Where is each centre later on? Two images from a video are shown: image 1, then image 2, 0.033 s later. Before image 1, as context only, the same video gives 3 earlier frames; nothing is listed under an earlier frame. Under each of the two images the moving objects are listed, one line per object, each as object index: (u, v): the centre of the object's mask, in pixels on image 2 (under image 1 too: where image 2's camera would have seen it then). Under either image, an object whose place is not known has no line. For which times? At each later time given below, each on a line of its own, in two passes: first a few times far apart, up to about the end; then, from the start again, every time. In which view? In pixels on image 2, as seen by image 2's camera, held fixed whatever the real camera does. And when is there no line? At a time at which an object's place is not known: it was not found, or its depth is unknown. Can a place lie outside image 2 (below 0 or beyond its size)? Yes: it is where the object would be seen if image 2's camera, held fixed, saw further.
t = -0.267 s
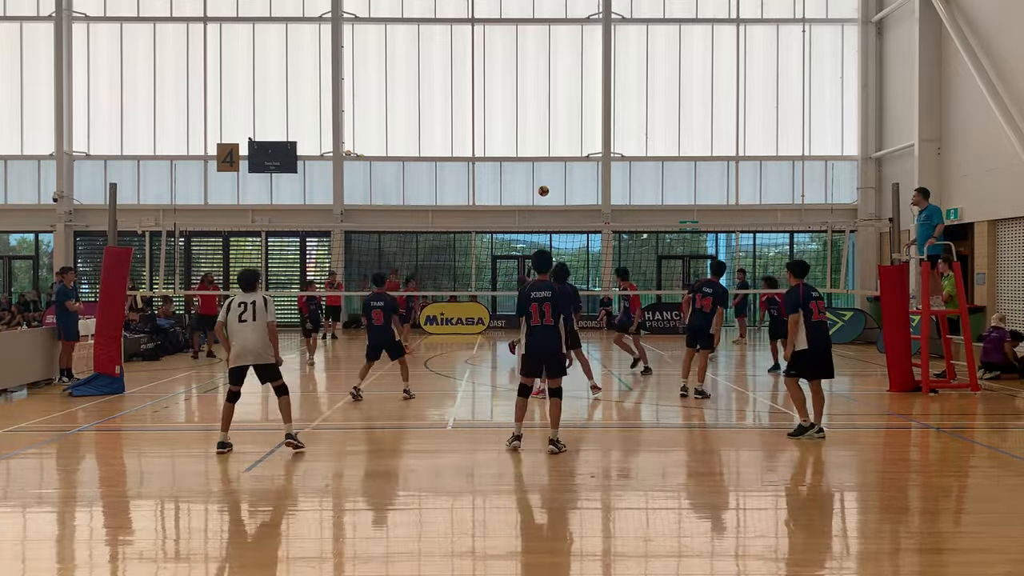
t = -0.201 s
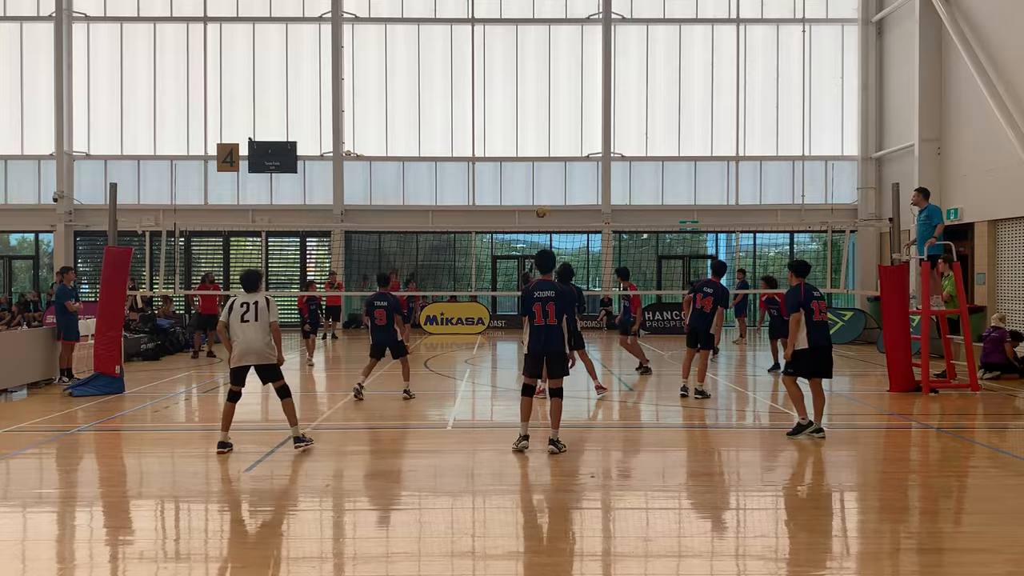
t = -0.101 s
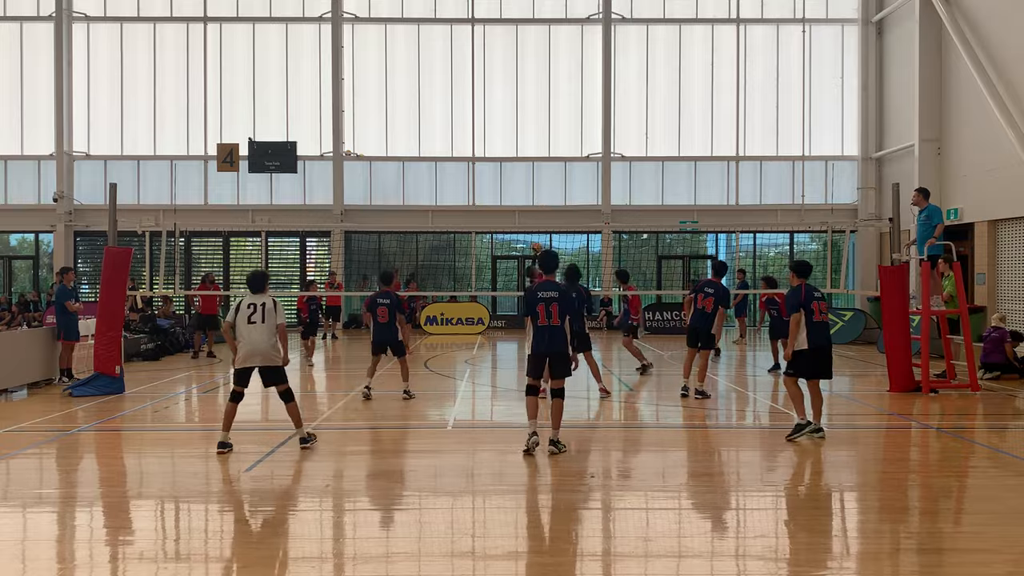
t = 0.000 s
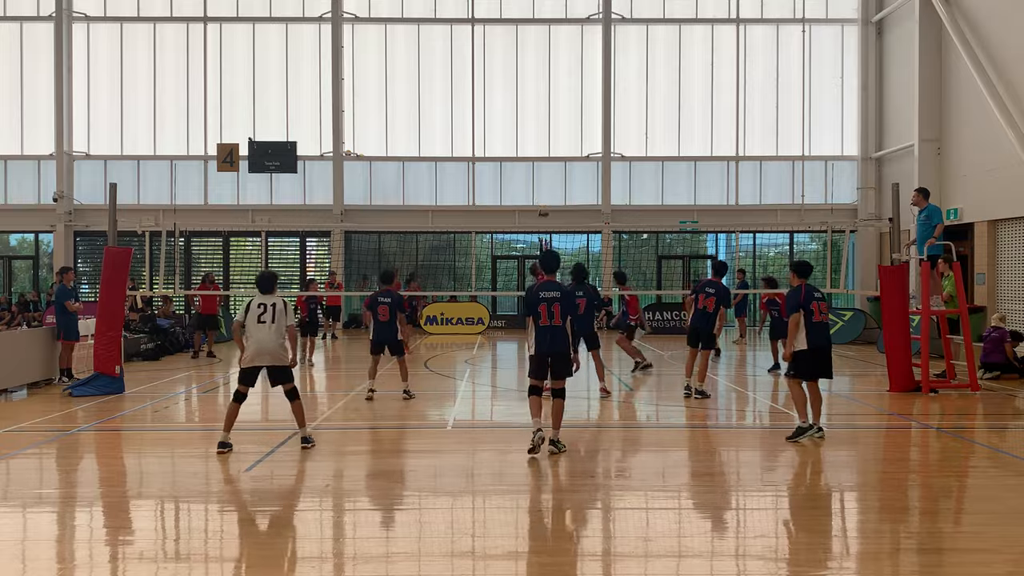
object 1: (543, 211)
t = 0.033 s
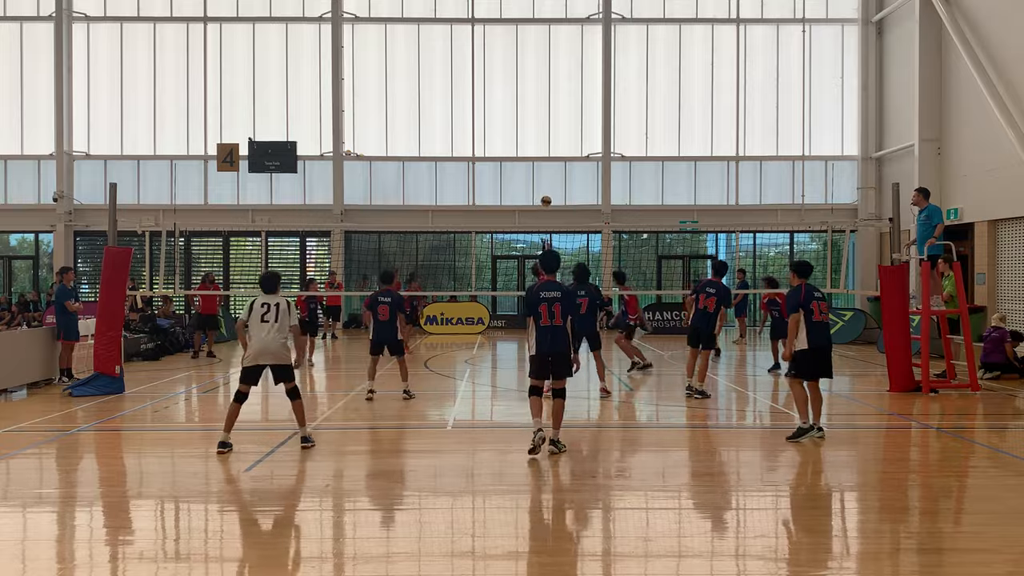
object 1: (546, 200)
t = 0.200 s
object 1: (558, 149)
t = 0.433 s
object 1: (577, 101)
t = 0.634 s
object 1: (592, 82)
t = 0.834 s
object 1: (608, 85)
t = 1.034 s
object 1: (623, 108)
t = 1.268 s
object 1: (639, 161)
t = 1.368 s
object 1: (647, 192)
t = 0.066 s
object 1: (548, 189)
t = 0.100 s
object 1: (551, 178)
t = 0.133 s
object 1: (553, 168)
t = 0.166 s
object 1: (556, 158)
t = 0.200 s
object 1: (558, 149)
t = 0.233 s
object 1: (561, 140)
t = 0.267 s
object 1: (564, 132)
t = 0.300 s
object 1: (567, 125)
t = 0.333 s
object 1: (569, 118)
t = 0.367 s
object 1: (572, 112)
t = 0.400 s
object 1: (574, 106)
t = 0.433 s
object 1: (577, 101)
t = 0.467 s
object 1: (579, 96)
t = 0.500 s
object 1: (582, 92)
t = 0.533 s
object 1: (584, 89)
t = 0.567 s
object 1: (587, 86)
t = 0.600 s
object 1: (589, 84)
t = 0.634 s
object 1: (592, 82)
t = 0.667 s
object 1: (595, 81)
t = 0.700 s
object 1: (597, 81)
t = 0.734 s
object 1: (599, 81)
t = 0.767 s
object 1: (602, 81)
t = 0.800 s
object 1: (604, 83)
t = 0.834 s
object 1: (608, 85)
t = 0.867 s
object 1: (610, 87)
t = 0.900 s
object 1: (613, 90)
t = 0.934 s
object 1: (615, 94)
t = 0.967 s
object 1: (618, 98)
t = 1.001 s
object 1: (620, 103)
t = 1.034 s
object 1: (623, 108)
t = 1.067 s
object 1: (625, 114)
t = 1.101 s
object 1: (628, 120)
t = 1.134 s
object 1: (630, 127)
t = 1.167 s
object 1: (632, 135)
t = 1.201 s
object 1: (635, 143)
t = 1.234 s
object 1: (637, 151)
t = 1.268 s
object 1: (639, 161)
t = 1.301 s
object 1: (642, 170)
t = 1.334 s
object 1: (644, 181)
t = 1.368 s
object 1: (647, 192)
